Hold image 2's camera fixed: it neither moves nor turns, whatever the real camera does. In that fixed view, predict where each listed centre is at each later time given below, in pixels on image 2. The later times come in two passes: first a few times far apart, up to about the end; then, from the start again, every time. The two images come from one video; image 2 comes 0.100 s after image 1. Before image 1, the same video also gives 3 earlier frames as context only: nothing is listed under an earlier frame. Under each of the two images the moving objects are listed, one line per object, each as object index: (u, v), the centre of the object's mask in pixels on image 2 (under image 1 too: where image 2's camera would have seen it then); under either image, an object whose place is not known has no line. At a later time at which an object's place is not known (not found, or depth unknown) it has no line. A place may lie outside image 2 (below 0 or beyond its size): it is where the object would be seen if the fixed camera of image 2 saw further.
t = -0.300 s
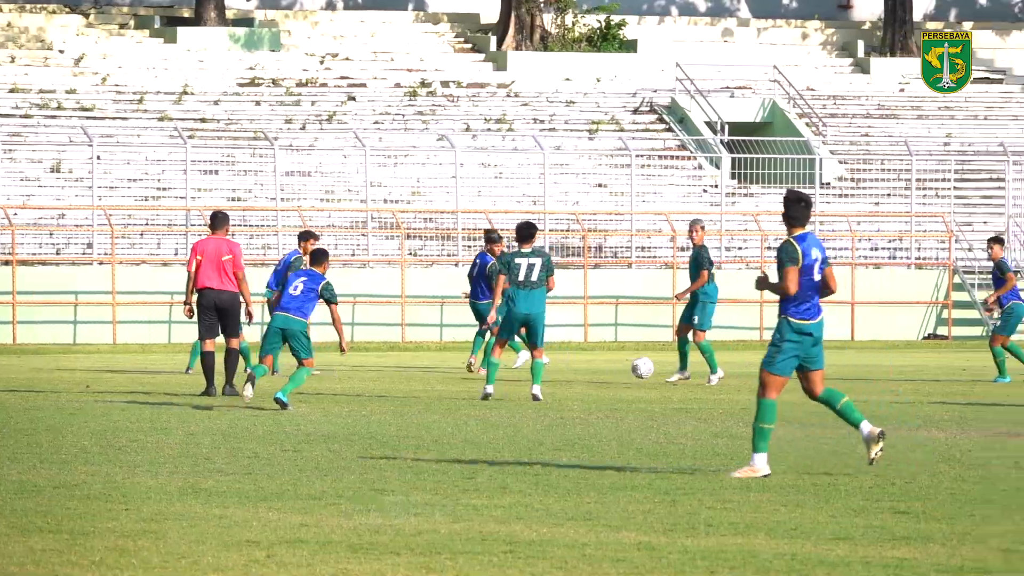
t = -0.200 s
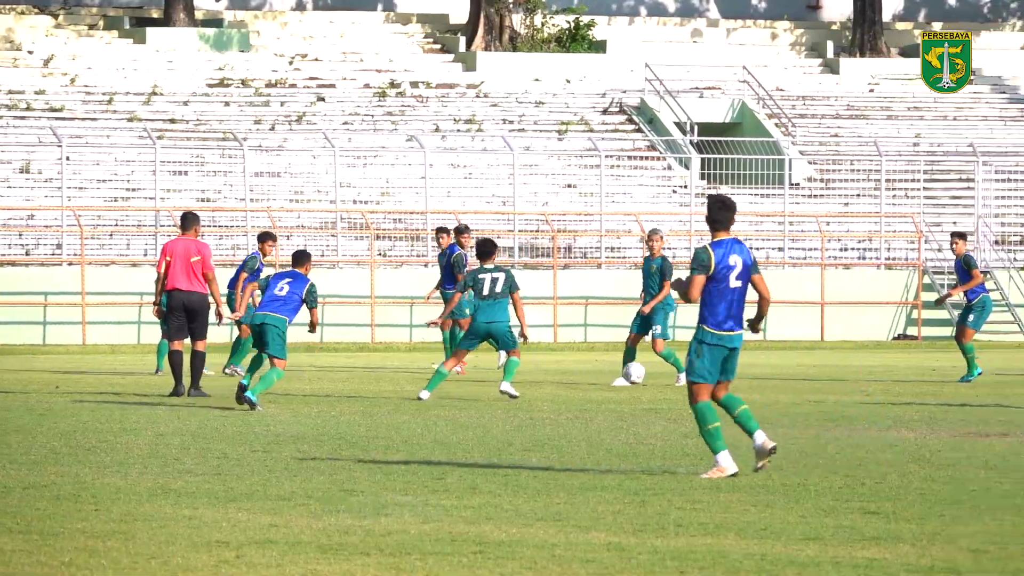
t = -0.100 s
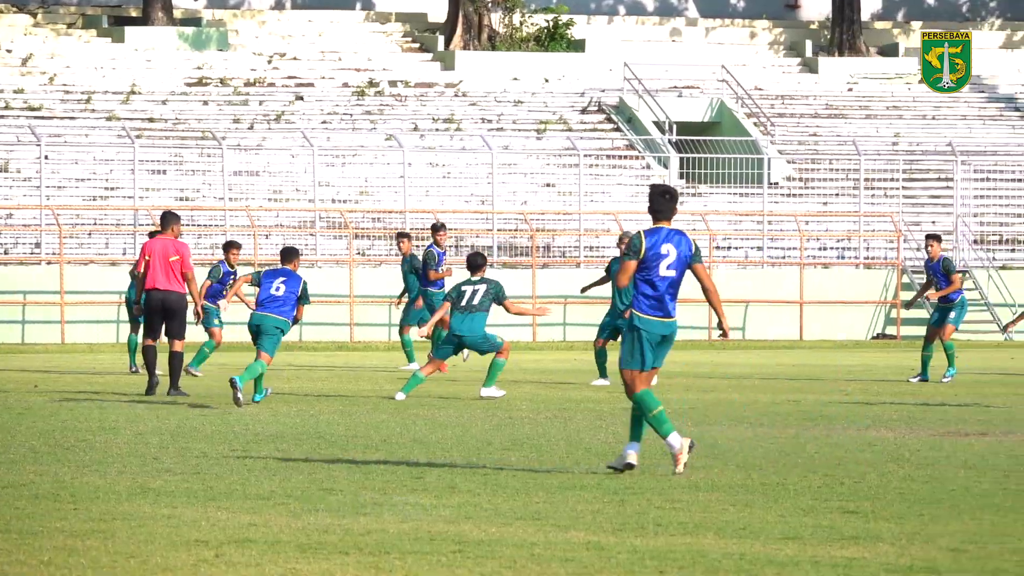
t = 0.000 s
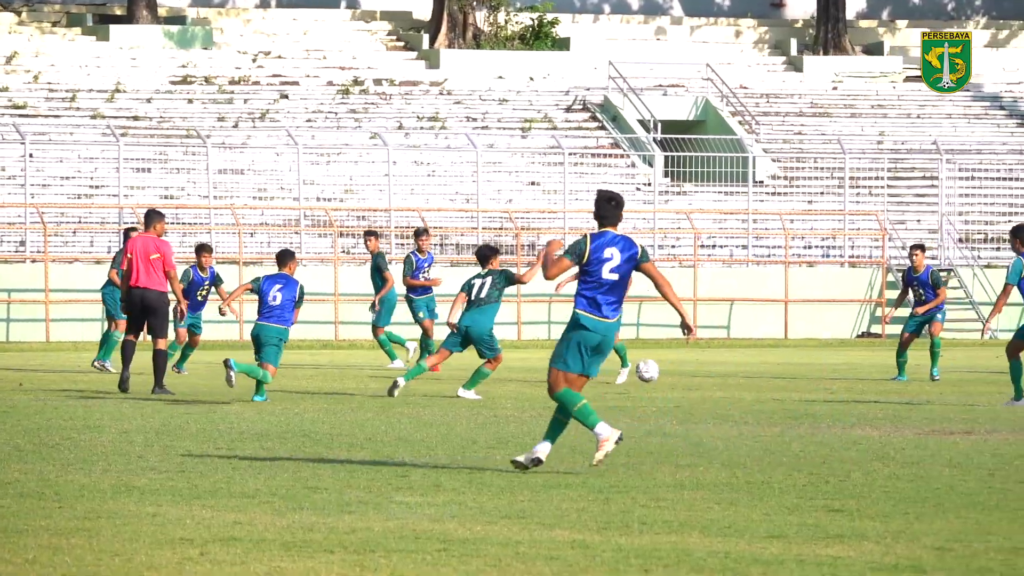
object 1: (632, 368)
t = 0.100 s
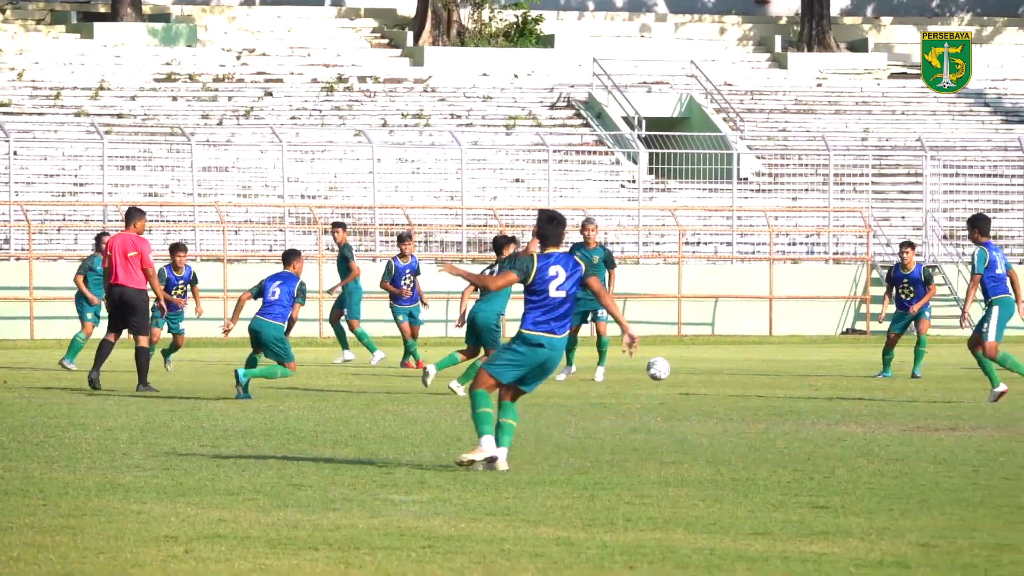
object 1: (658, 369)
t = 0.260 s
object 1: (701, 386)
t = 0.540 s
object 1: (774, 389)
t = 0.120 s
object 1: (663, 371)
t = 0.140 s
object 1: (669, 372)
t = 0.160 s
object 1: (674, 375)
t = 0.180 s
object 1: (680, 378)
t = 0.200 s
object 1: (684, 382)
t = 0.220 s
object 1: (690, 386)
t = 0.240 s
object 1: (696, 387)
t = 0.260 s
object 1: (701, 386)
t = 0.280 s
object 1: (706, 385)
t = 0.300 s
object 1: (712, 385)
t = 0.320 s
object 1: (717, 385)
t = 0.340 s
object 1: (722, 385)
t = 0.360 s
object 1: (727, 386)
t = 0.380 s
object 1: (733, 388)
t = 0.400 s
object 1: (738, 389)
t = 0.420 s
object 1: (743, 390)
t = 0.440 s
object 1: (748, 389)
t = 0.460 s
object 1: (753, 388)
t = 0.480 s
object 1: (758, 387)
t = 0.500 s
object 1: (763, 387)
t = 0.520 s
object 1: (768, 388)
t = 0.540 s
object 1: (774, 389)
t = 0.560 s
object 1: (778, 391)
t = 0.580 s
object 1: (784, 392)
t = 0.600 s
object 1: (789, 394)
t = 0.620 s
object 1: (793, 393)
